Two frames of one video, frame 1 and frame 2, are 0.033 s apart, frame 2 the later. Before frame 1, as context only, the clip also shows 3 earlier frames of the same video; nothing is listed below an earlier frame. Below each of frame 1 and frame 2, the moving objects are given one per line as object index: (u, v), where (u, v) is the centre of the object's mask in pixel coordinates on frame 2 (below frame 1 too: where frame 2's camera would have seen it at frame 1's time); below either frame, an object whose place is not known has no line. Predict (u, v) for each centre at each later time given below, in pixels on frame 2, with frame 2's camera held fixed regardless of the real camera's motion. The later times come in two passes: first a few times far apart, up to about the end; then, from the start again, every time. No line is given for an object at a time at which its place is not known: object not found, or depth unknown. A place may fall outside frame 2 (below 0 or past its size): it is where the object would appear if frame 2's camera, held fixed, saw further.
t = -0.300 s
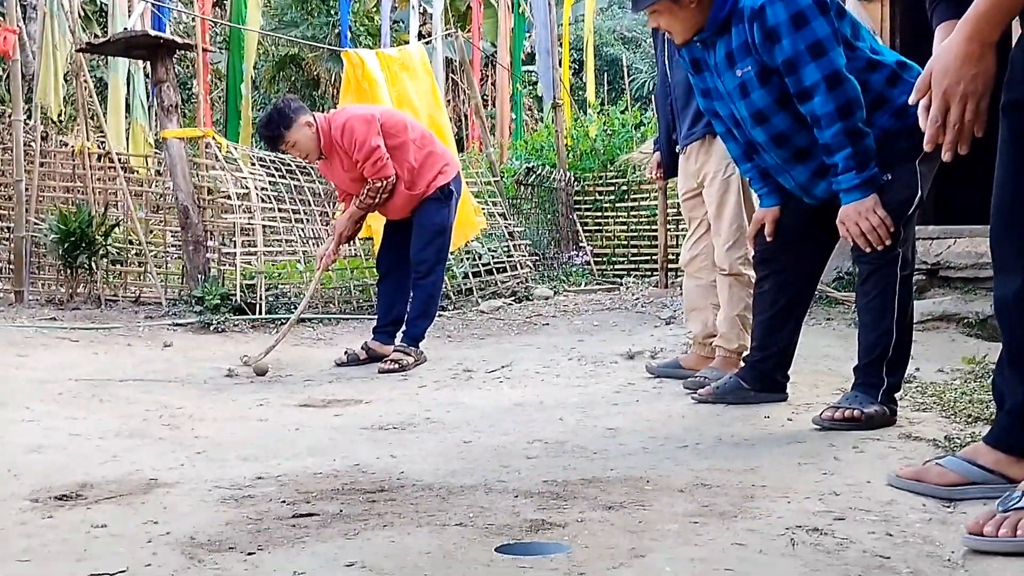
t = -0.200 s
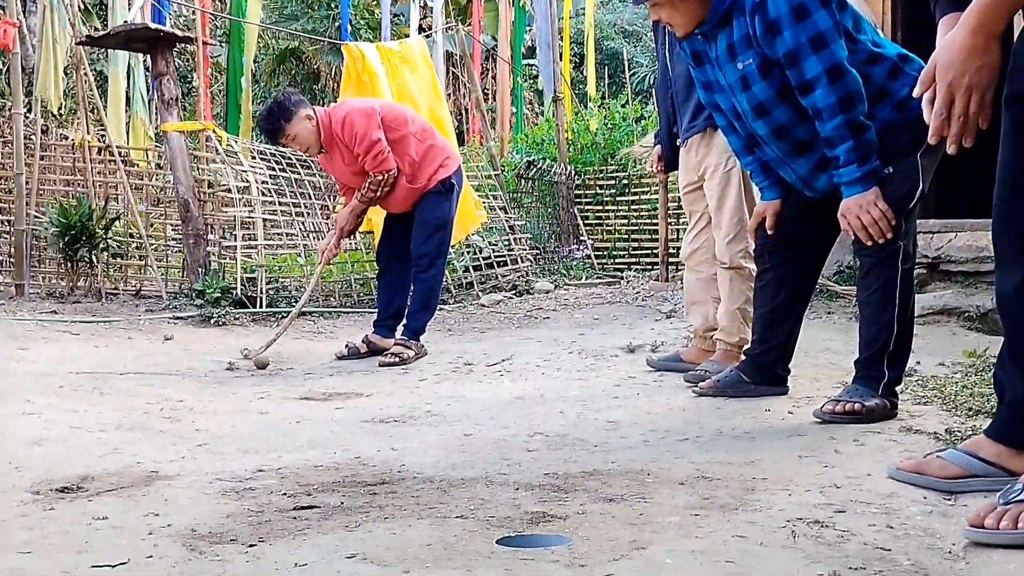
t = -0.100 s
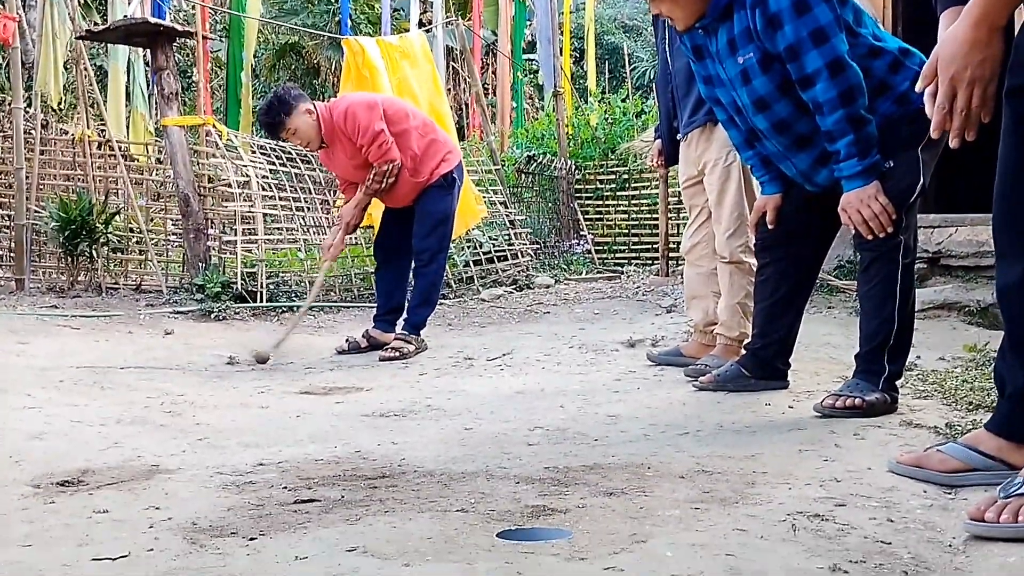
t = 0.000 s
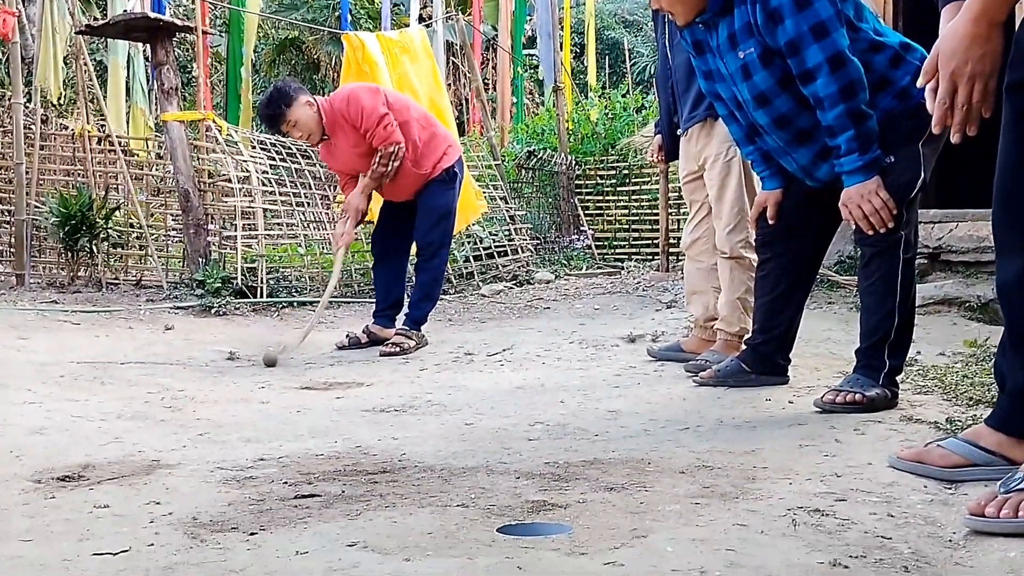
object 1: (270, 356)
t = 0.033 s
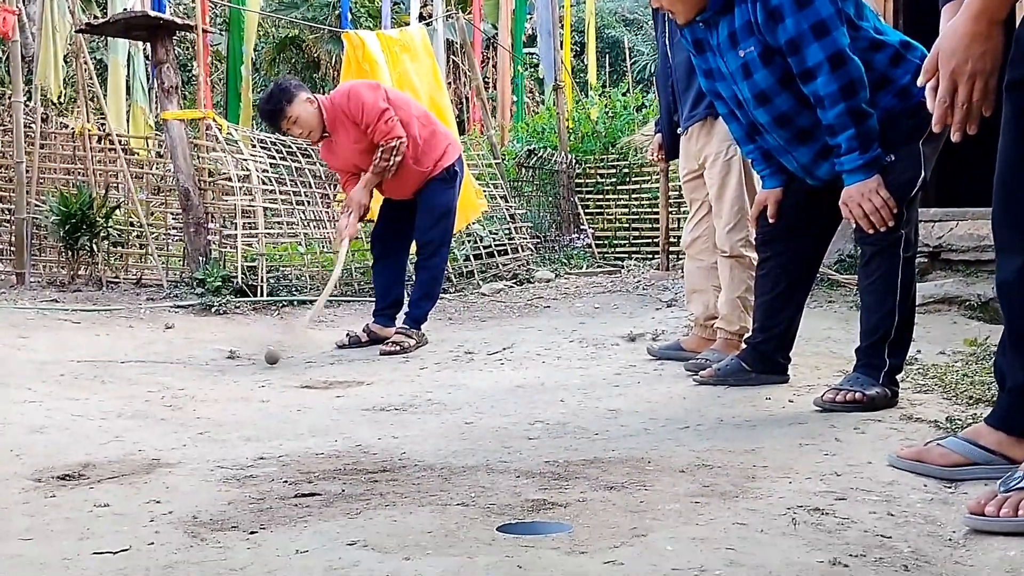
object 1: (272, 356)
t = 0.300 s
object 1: (288, 383)
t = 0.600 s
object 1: (308, 406)
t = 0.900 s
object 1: (336, 468)
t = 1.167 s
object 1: (385, 523)
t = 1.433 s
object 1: (531, 593)
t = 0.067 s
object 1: (273, 357)
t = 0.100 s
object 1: (275, 361)
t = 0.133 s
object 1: (277, 364)
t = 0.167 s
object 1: (279, 364)
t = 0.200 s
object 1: (280, 366)
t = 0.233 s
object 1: (284, 371)
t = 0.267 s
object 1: (286, 379)
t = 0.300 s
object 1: (288, 383)
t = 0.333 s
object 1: (290, 389)
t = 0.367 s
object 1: (293, 394)
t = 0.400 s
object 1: (295, 390)
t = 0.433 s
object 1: (298, 385)
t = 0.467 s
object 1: (299, 384)
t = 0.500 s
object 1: (301, 387)
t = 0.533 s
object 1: (304, 395)
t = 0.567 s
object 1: (307, 408)
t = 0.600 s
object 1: (308, 406)
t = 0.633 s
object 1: (309, 407)
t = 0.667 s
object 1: (311, 414)
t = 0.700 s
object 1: (313, 426)
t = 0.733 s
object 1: (316, 436)
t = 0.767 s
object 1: (318, 431)
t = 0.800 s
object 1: (322, 431)
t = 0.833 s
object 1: (326, 437)
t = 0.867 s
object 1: (331, 451)
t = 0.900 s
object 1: (336, 468)
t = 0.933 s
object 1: (340, 475)
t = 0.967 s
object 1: (345, 479)
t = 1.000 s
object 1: (350, 481)
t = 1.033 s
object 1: (356, 490)
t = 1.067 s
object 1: (362, 498)
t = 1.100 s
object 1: (369, 502)
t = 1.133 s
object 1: (377, 521)
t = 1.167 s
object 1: (385, 523)
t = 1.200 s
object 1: (399, 513)
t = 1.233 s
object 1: (412, 511)
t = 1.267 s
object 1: (431, 520)
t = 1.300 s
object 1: (450, 542)
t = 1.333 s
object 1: (471, 585)
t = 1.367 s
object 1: (489, 583)
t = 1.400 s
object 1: (508, 584)
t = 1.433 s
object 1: (531, 593)
